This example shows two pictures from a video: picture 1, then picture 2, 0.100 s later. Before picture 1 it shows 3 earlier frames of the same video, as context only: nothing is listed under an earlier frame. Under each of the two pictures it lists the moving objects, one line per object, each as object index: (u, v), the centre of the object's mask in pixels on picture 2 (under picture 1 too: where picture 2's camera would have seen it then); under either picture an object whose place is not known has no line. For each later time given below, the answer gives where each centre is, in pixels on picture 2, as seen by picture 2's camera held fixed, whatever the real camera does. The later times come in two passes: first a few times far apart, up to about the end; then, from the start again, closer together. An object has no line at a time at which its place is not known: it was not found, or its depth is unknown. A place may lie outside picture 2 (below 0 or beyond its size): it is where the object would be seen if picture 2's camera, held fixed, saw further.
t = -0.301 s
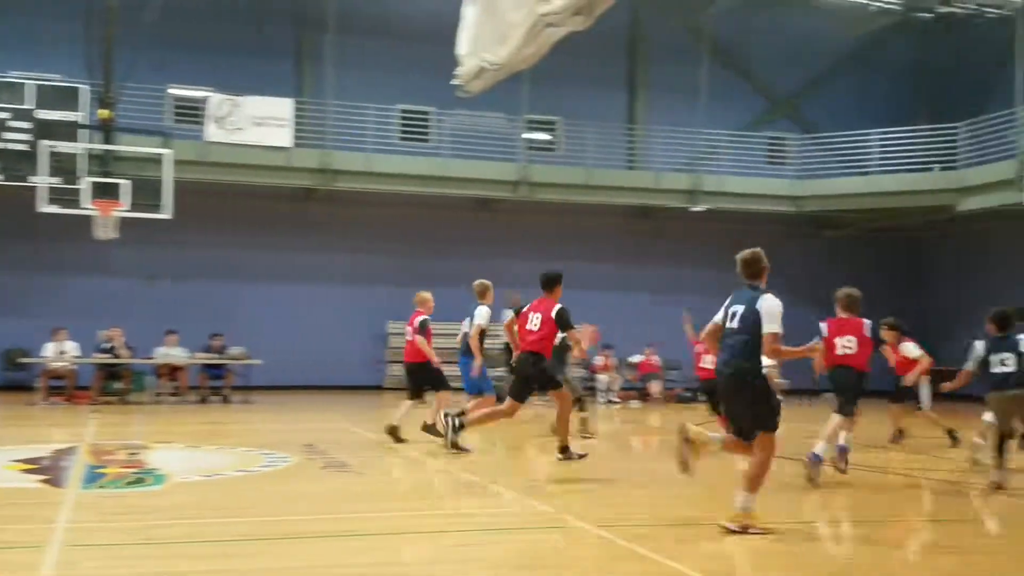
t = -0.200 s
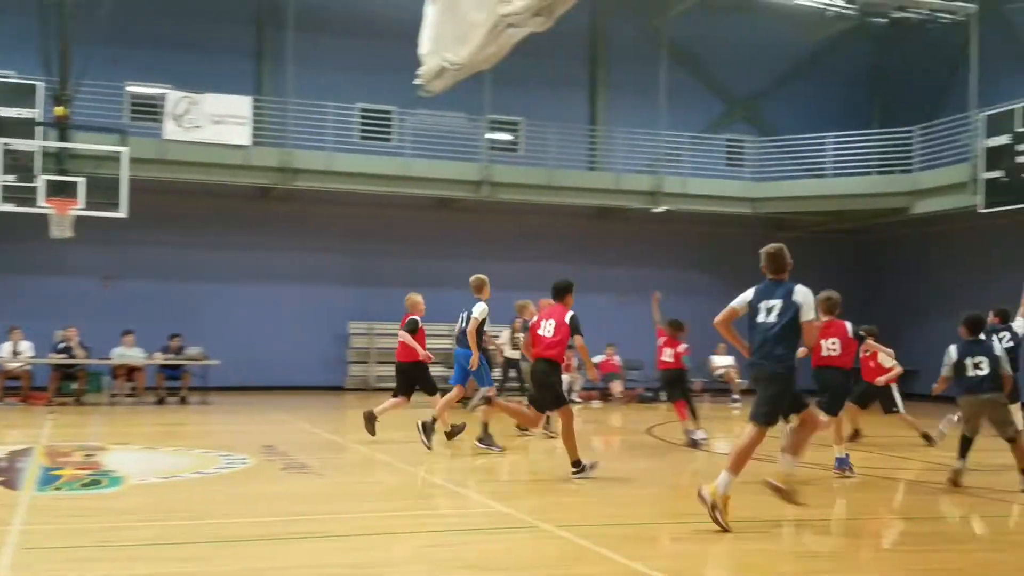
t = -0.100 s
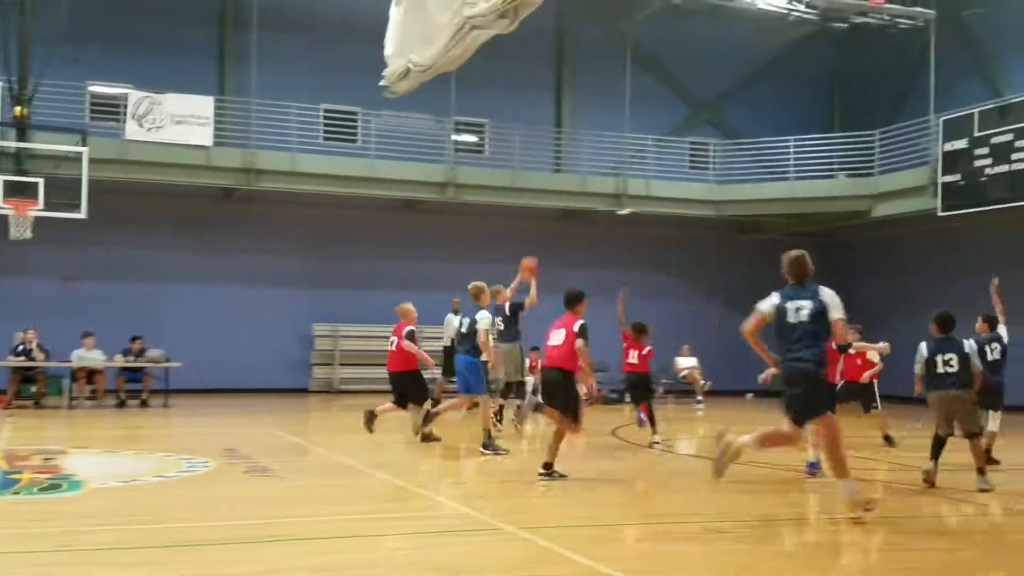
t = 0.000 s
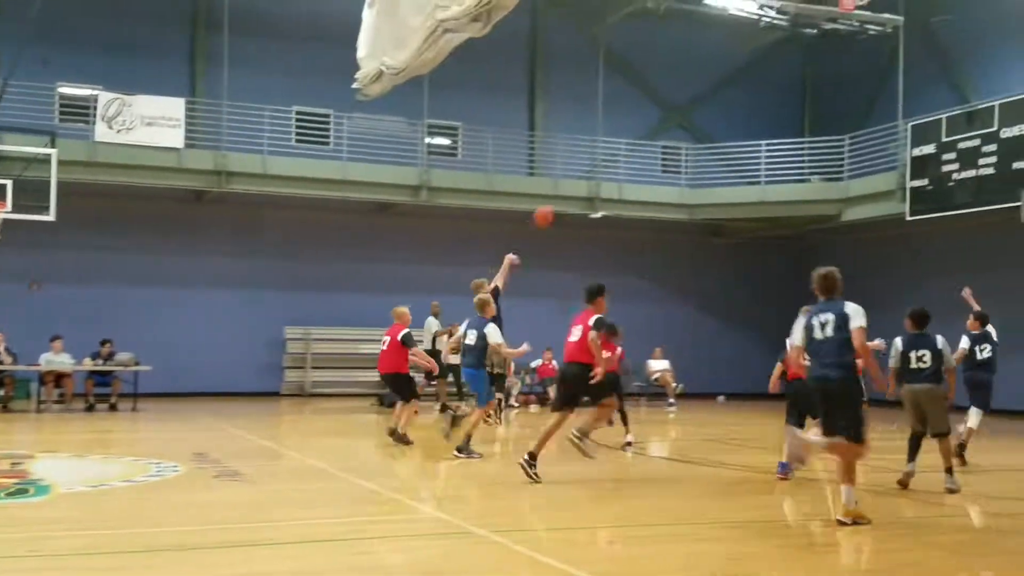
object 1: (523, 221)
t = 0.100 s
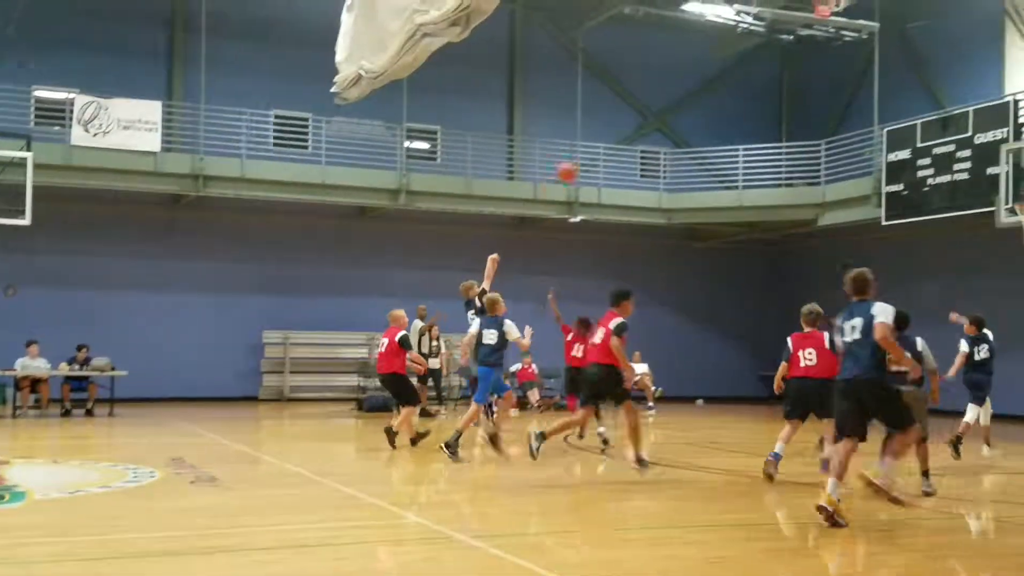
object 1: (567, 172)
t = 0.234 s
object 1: (623, 122)
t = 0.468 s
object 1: (720, 68)
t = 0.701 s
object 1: (814, 57)
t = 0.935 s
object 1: (906, 88)
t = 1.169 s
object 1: (994, 159)
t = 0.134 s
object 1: (581, 159)
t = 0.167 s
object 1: (596, 145)
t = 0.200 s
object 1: (611, 133)
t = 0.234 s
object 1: (623, 122)
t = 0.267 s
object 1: (637, 112)
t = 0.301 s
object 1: (651, 103)
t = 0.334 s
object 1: (665, 94)
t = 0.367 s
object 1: (679, 86)
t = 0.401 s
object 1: (692, 79)
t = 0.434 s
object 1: (706, 73)
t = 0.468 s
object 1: (720, 68)
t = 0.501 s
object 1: (734, 64)
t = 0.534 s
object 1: (747, 61)
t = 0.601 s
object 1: (774, 57)
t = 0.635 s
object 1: (788, 56)
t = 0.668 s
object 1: (801, 56)
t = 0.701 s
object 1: (814, 57)
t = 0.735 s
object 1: (827, 59)
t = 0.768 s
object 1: (841, 62)
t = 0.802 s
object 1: (854, 65)
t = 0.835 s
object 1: (866, 70)
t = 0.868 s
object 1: (880, 74)
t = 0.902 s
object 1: (893, 81)
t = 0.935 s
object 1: (906, 88)
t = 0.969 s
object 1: (918, 96)
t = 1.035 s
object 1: (944, 113)
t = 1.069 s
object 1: (956, 125)
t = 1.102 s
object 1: (969, 136)
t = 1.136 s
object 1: (982, 149)
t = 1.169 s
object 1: (994, 159)
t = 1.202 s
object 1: (1008, 175)
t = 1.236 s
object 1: (1021, 188)
